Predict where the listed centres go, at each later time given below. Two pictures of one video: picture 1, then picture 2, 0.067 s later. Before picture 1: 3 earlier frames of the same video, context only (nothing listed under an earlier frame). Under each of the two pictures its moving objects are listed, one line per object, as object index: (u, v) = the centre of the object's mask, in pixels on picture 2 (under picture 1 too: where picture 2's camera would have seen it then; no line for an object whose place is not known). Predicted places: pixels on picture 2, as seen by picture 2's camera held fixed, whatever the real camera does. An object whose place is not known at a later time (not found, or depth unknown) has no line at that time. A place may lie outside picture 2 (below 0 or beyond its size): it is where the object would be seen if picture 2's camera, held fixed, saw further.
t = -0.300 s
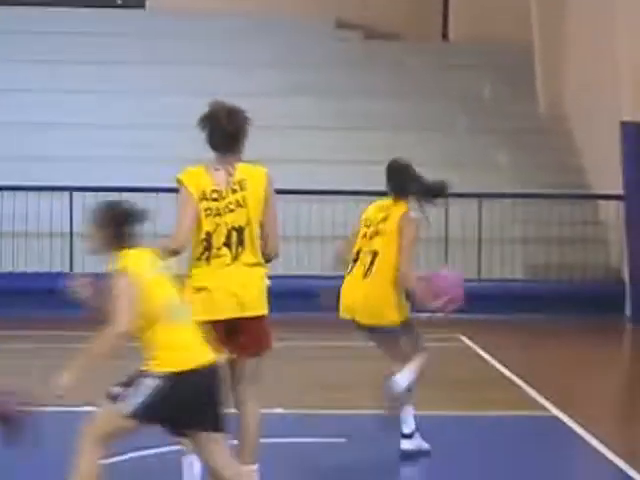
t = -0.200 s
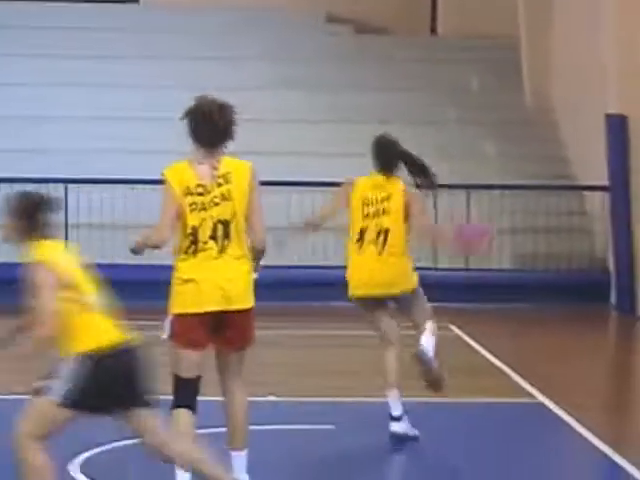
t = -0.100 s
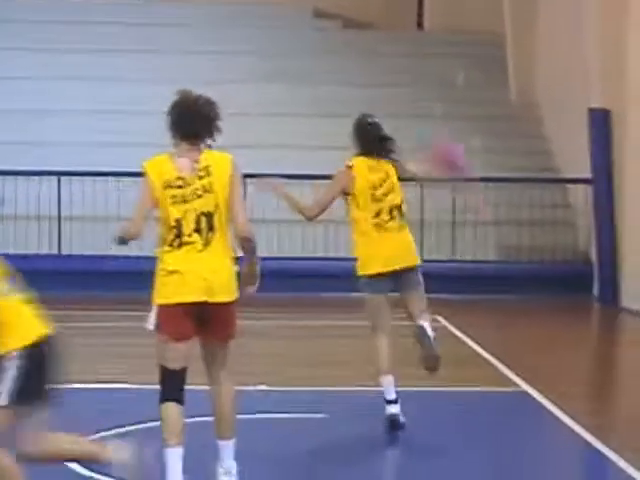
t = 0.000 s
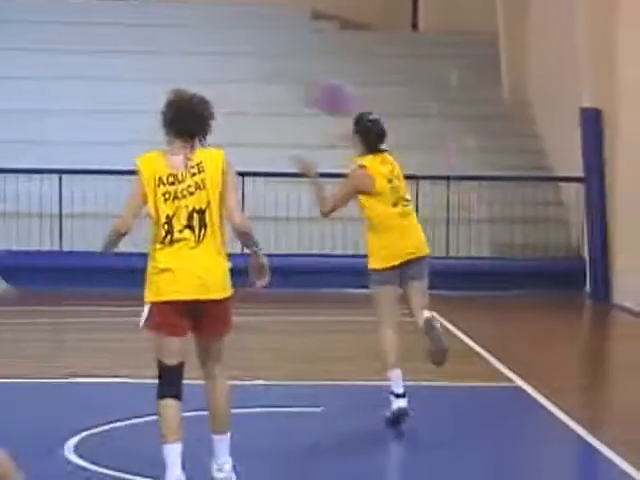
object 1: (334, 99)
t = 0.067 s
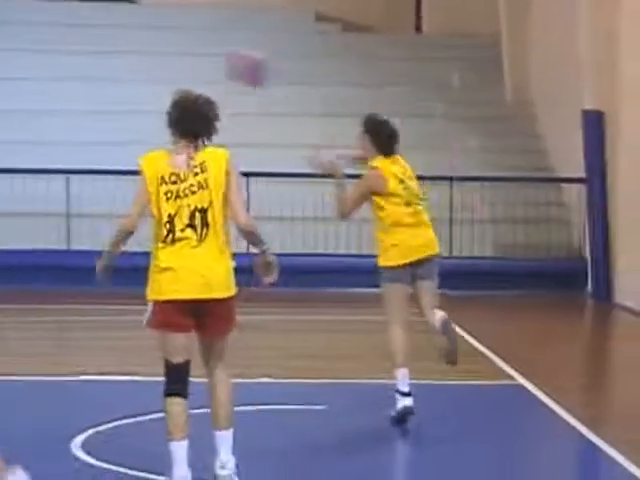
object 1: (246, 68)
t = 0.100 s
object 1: (209, 56)
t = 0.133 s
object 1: (169, 46)
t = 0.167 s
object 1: (134, 42)
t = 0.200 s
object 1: (102, 33)
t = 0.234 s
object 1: (70, 28)
